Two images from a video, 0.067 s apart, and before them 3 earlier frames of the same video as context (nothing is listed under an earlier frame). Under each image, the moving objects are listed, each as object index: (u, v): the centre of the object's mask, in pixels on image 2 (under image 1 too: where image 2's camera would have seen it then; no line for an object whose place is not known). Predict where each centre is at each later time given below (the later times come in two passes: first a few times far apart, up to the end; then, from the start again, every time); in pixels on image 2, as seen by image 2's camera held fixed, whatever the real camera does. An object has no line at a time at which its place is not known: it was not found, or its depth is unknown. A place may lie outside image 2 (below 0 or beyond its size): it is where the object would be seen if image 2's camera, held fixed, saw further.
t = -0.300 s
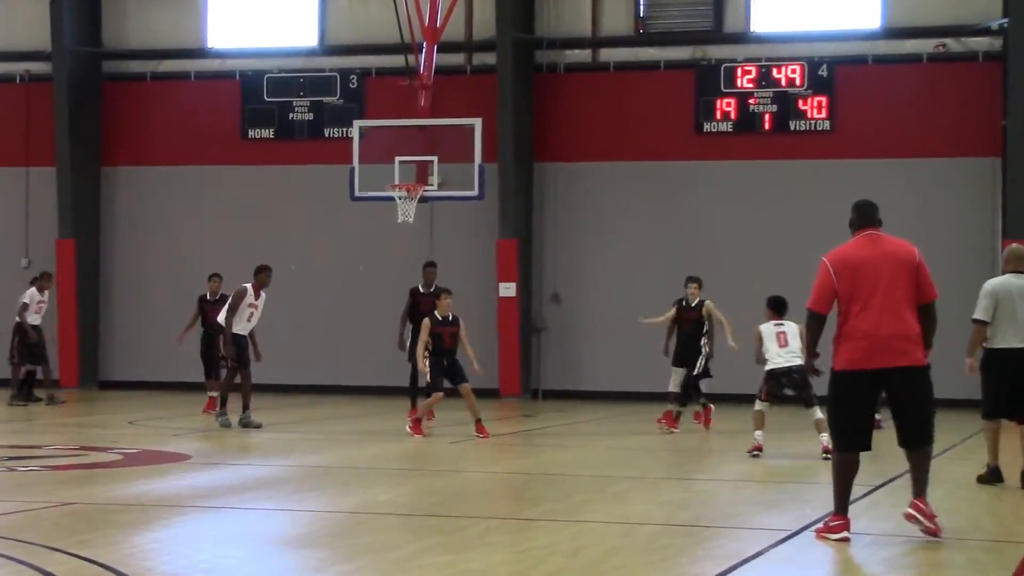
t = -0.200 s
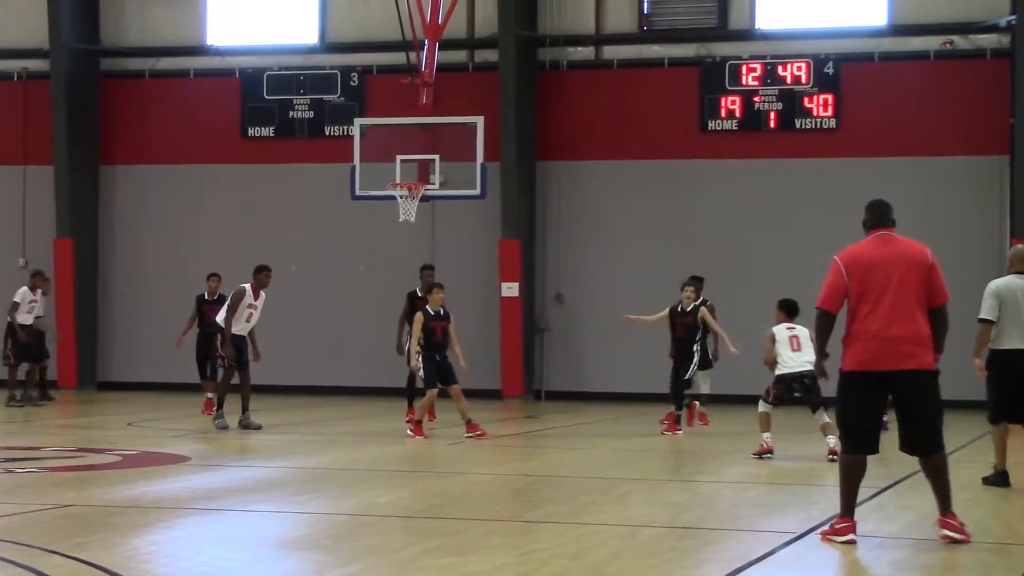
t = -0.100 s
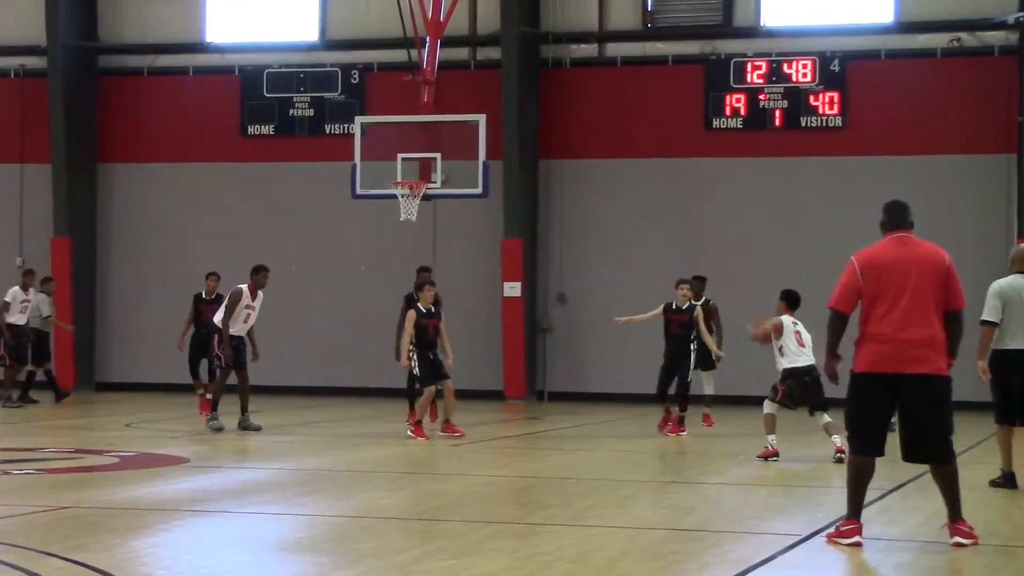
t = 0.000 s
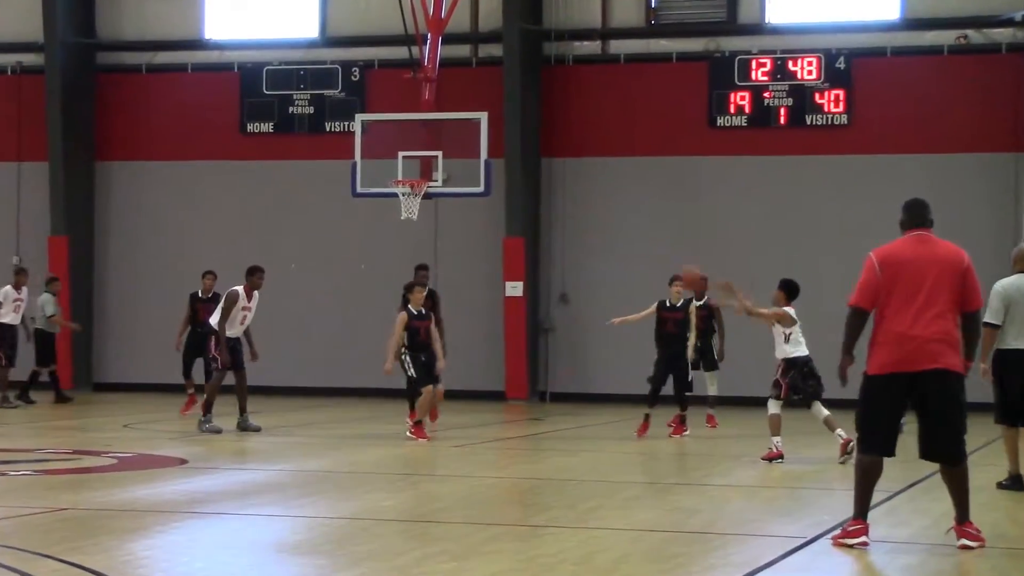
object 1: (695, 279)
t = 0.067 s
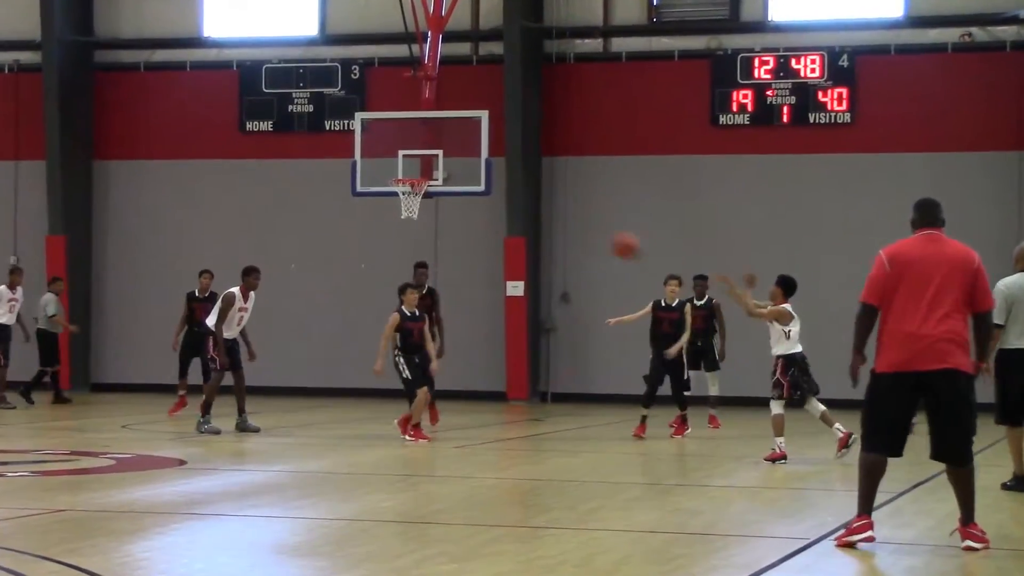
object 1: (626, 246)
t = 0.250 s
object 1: (448, 181)
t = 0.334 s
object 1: (371, 163)
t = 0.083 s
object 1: (609, 240)
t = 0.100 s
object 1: (592, 232)
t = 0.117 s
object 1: (577, 224)
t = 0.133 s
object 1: (560, 218)
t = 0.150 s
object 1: (542, 211)
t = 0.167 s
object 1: (526, 207)
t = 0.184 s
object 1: (512, 201)
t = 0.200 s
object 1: (495, 194)
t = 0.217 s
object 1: (480, 191)
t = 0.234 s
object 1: (464, 185)
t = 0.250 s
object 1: (448, 181)
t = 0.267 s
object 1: (430, 176)
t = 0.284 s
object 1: (417, 174)
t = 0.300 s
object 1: (401, 170)
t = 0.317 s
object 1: (386, 166)
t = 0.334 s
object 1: (371, 163)
